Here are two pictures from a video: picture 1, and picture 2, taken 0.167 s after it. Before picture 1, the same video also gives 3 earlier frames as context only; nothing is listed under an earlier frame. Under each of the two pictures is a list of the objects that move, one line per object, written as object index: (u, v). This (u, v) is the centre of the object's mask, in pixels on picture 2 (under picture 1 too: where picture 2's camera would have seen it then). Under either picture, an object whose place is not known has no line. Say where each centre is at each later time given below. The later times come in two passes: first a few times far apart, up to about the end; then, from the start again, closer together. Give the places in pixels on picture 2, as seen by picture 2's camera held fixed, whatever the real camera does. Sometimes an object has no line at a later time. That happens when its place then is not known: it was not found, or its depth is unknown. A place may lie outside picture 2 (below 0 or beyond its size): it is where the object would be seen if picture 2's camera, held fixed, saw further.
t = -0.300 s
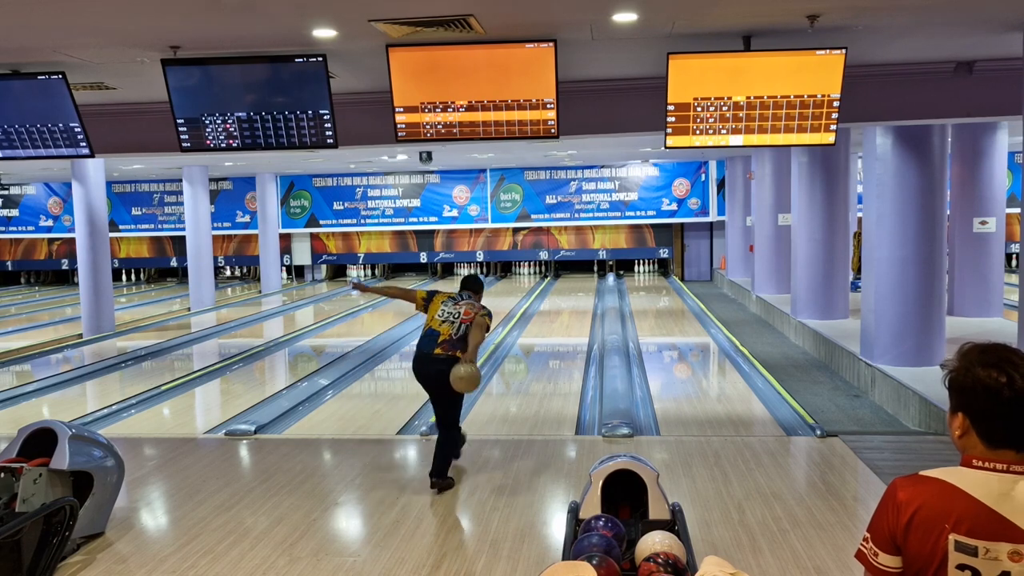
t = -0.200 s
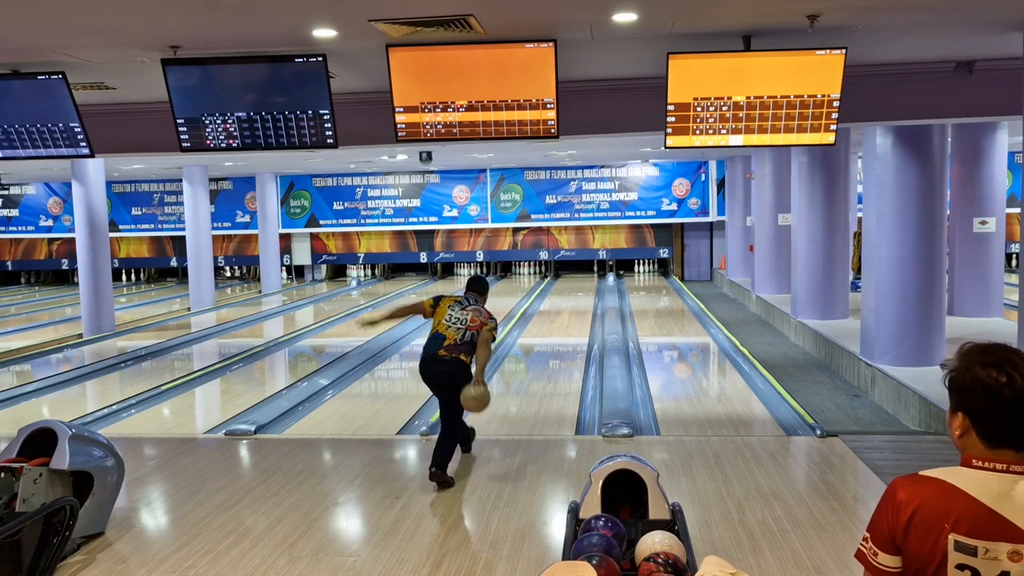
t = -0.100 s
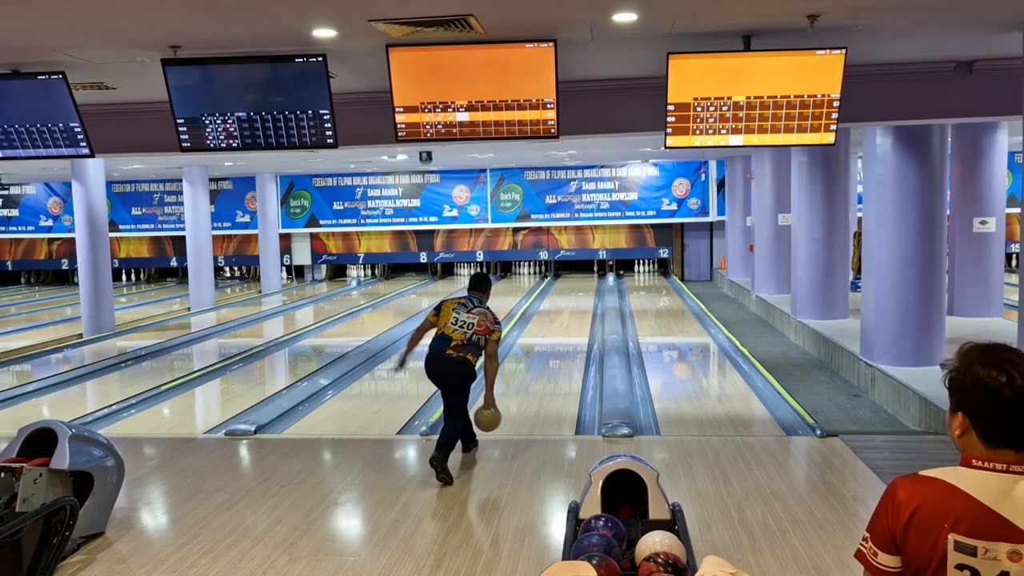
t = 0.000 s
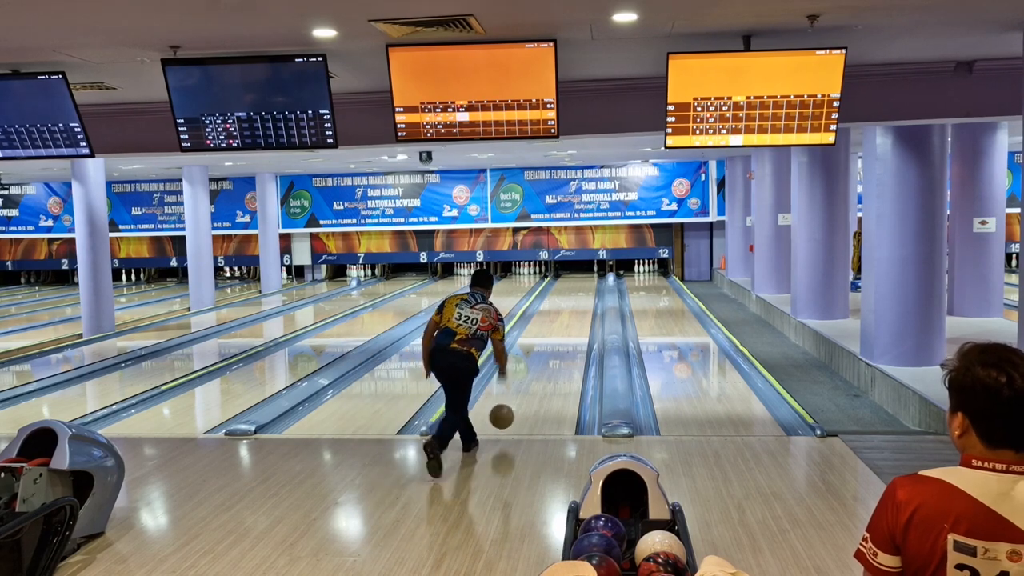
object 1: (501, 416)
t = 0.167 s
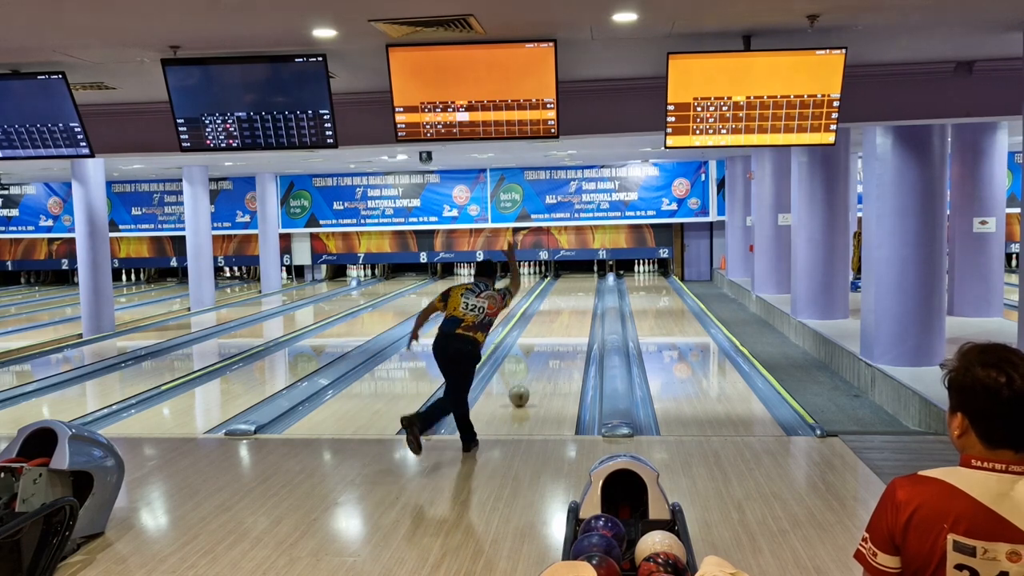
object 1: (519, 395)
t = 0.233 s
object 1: (524, 385)
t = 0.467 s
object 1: (539, 356)
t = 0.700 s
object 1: (550, 336)
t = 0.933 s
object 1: (559, 320)
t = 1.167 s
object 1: (565, 308)
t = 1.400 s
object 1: (571, 298)
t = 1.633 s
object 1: (575, 290)
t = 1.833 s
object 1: (578, 285)
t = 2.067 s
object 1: (581, 279)
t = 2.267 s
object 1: (583, 275)
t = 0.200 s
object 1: (521, 390)
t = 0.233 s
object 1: (524, 385)
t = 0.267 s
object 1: (527, 381)
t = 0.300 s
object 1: (529, 376)
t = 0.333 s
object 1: (531, 372)
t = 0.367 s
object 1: (533, 368)
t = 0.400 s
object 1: (535, 364)
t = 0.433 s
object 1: (537, 360)
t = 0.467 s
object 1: (539, 356)
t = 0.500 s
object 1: (541, 353)
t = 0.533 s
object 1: (543, 350)
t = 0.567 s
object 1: (545, 347)
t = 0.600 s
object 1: (546, 344)
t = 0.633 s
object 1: (548, 341)
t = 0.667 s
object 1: (549, 338)
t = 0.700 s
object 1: (550, 336)
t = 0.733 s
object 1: (552, 334)
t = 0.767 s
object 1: (553, 331)
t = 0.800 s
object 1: (554, 329)
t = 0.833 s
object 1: (556, 327)
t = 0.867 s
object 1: (557, 324)
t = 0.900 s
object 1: (558, 322)
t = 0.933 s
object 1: (559, 320)
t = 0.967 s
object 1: (559, 318)
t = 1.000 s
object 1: (561, 316)
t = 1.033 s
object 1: (562, 314)
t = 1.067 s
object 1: (563, 313)
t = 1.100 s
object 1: (564, 312)
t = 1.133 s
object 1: (565, 310)
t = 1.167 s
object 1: (565, 308)
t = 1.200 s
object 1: (566, 306)
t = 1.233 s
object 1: (567, 305)
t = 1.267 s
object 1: (568, 304)
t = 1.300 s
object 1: (568, 303)
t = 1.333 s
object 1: (569, 301)
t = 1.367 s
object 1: (570, 299)
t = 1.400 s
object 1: (571, 298)
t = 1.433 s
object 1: (571, 297)
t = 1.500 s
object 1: (573, 295)
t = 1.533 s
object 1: (573, 293)
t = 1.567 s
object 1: (574, 292)
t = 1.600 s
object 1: (574, 291)
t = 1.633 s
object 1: (575, 290)
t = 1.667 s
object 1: (575, 289)
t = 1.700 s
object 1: (576, 288)
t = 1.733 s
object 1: (577, 287)
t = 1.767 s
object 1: (577, 286)
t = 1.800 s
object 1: (577, 286)
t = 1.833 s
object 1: (578, 285)
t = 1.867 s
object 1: (579, 284)
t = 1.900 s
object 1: (579, 283)
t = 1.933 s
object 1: (579, 282)
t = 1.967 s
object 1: (580, 281)
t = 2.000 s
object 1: (581, 280)
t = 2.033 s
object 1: (581, 280)
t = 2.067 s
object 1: (581, 279)
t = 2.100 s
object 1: (582, 278)
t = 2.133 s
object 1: (582, 277)
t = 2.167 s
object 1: (582, 277)
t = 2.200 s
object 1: (583, 276)
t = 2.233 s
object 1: (583, 275)
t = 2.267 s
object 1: (583, 275)
